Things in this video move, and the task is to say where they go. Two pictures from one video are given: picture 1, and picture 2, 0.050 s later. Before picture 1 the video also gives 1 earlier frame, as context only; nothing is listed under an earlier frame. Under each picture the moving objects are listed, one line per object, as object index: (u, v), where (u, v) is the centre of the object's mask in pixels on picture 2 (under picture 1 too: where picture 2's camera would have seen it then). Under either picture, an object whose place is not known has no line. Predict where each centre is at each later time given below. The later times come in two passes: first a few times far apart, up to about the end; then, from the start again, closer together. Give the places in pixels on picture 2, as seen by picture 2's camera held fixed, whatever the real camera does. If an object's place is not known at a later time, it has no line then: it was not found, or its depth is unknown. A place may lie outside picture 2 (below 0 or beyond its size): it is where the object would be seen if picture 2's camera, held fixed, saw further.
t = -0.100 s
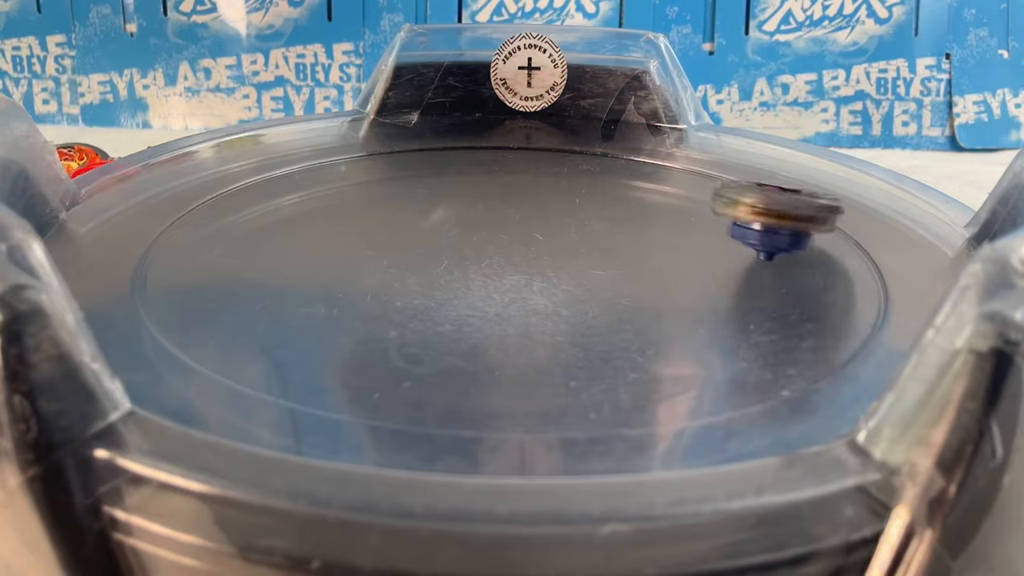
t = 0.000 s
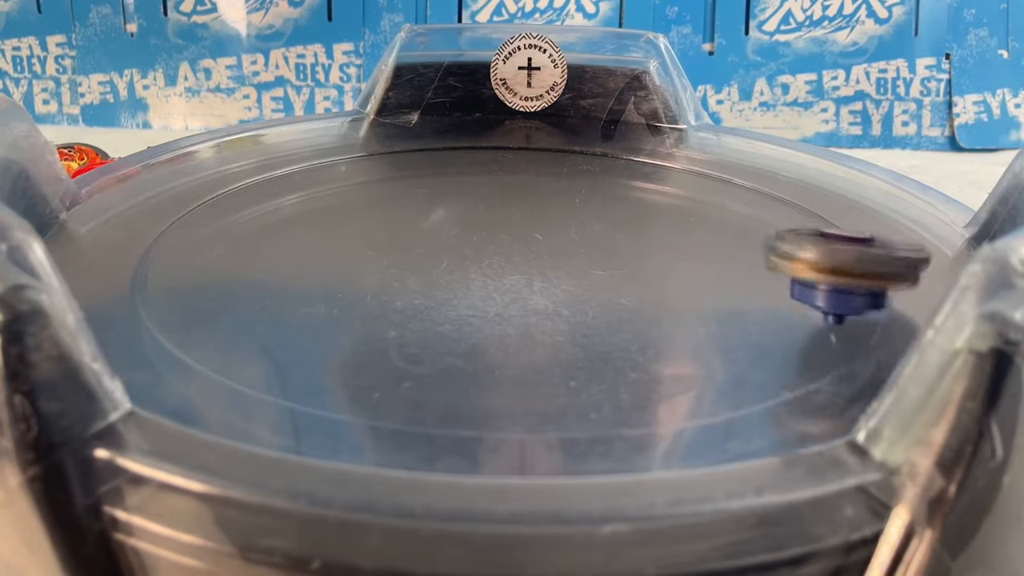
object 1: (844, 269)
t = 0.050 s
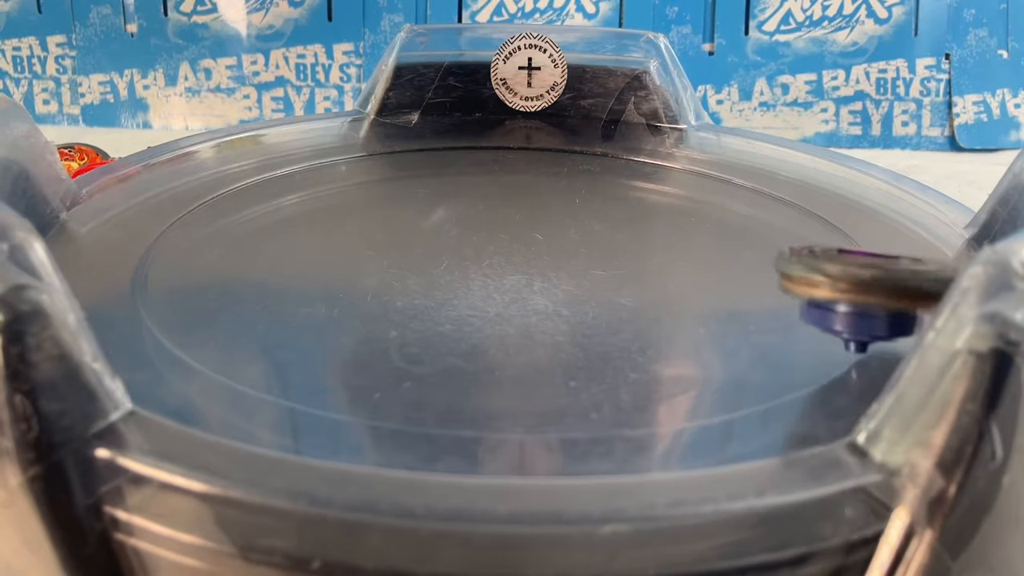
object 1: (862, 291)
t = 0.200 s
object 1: (705, 363)
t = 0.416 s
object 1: (315, 327)
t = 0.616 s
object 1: (455, 204)
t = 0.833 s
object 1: (786, 147)
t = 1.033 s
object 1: (915, 191)
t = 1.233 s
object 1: (740, 249)
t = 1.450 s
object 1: (438, 213)
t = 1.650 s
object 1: (420, 120)
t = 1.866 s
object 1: (564, 135)
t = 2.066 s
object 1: (605, 243)
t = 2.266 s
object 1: (314, 280)
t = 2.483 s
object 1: (181, 166)
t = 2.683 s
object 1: (363, 145)
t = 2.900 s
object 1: (646, 255)
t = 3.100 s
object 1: (582, 363)
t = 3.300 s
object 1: (212, 339)
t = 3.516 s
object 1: (433, 272)
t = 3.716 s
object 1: (727, 214)
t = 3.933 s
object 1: (932, 229)
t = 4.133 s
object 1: (842, 285)
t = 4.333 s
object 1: (498, 274)
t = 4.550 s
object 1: (494, 142)
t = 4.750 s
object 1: (645, 145)
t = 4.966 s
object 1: (606, 263)
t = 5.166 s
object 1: (300, 238)
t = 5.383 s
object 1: (311, 137)
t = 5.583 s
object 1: (540, 185)
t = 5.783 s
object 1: (611, 303)
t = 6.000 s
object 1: (308, 330)
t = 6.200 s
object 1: (236, 256)
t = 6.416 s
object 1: (534, 232)
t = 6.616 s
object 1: (797, 257)
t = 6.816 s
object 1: (726, 336)
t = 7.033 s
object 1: (438, 279)
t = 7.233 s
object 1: (542, 178)
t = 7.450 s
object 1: (763, 159)
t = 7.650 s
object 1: (711, 271)
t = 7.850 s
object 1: (385, 270)
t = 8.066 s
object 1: (296, 150)
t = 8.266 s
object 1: (489, 135)
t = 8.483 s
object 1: (645, 246)
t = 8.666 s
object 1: (556, 334)
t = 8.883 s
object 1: (232, 307)
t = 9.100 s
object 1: (326, 229)
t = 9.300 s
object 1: (592, 222)
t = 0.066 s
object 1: (857, 300)
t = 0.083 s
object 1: (848, 317)
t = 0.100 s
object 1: (839, 325)
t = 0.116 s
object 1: (833, 333)
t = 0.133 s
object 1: (823, 339)
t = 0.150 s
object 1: (798, 344)
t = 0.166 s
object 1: (767, 356)
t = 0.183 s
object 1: (736, 358)
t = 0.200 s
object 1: (705, 363)
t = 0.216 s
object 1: (675, 368)
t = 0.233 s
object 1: (642, 371)
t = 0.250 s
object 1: (607, 374)
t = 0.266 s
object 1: (571, 376)
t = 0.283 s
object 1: (532, 376)
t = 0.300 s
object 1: (493, 374)
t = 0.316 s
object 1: (456, 370)
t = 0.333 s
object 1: (423, 365)
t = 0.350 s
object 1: (393, 356)
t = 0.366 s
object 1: (366, 349)
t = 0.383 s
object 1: (345, 344)
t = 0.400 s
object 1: (326, 338)
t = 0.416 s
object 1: (315, 327)
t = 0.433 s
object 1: (308, 317)
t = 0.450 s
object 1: (305, 305)
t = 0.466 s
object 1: (308, 295)
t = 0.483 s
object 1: (314, 284)
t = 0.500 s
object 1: (323, 273)
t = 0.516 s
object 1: (336, 262)
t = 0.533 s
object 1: (351, 251)
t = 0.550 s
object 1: (369, 241)
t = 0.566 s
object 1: (387, 232)
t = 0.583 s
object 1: (410, 222)
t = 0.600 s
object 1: (431, 214)
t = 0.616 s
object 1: (455, 204)
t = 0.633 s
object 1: (479, 197)
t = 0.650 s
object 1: (505, 189)
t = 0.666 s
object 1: (529, 182)
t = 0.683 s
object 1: (554, 176)
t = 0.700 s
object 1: (580, 170)
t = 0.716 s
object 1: (606, 165)
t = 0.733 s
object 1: (635, 159)
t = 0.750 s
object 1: (660, 155)
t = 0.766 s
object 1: (687, 153)
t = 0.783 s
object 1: (716, 150)
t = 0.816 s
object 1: (766, 145)
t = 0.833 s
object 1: (786, 147)
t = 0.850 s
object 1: (807, 156)
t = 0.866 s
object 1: (827, 158)
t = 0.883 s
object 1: (849, 161)
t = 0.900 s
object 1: (871, 163)
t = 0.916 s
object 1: (893, 166)
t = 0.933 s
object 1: (918, 168)
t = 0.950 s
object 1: (937, 169)
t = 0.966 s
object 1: (949, 168)
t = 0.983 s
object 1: (941, 166)
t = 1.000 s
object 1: (933, 171)
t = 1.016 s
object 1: (925, 182)
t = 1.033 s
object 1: (915, 191)
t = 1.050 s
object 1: (907, 192)
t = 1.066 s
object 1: (896, 197)
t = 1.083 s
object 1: (886, 198)
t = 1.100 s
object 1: (875, 205)
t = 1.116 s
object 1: (865, 206)
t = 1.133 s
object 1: (852, 215)
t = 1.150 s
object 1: (837, 220)
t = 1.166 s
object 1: (822, 226)
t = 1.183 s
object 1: (804, 231)
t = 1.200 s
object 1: (785, 238)
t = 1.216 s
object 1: (763, 243)
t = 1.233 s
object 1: (740, 249)
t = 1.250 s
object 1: (715, 253)
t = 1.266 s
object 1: (689, 256)
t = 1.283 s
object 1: (662, 259)
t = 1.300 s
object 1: (633, 261)
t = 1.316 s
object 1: (606, 259)
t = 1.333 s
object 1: (579, 258)
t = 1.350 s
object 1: (554, 254)
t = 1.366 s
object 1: (529, 251)
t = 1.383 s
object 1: (507, 244)
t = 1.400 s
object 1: (486, 238)
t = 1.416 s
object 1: (468, 230)
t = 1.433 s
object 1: (452, 222)
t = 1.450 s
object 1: (438, 213)
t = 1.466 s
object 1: (427, 204)
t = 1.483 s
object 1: (417, 196)
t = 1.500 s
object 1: (409, 186)
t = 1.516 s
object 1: (404, 178)
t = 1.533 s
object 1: (401, 169)
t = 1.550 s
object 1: (399, 162)
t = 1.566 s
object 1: (400, 153)
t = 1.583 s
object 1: (402, 146)
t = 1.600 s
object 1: (405, 138)
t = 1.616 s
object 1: (410, 132)
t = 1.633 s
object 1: (414, 126)
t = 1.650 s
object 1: (420, 120)
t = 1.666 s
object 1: (426, 115)
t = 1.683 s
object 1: (436, 110)
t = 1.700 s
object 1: (447, 111)
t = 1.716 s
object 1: (458, 117)
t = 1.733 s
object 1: (469, 119)
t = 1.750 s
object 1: (481, 121)
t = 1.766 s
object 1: (493, 123)
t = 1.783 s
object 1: (504, 125)
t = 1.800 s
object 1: (517, 128)
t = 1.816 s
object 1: (529, 129)
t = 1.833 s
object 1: (540, 132)
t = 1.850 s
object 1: (552, 133)
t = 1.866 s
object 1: (564, 135)
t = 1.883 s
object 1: (575, 138)
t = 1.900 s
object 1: (585, 142)
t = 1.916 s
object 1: (595, 148)
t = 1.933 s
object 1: (604, 155)
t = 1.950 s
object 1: (613, 163)
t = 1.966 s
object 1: (618, 173)
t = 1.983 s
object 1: (623, 184)
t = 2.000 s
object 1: (623, 196)
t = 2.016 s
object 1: (623, 208)
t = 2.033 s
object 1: (620, 220)
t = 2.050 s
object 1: (614, 232)
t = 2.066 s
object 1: (605, 243)
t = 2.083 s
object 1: (592, 254)
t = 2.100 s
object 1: (577, 264)
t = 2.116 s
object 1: (560, 272)
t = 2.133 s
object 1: (539, 279)
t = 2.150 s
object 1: (516, 285)
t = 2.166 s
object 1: (490, 289)
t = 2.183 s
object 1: (463, 292)
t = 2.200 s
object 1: (435, 294)
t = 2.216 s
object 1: (405, 293)
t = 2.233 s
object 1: (375, 290)
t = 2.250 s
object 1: (344, 286)
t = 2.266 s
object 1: (314, 280)
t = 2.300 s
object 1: (257, 266)
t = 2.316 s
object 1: (233, 256)
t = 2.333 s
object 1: (209, 246)
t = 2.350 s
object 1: (187, 236)
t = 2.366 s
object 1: (167, 224)
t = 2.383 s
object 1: (149, 212)
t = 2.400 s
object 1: (152, 197)
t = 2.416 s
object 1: (157, 191)
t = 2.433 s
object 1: (161, 187)
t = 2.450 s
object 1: (167, 179)
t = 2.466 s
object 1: (175, 172)
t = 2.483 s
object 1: (181, 166)
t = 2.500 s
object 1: (188, 159)
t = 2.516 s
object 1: (195, 154)
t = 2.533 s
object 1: (202, 147)
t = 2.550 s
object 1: (213, 142)
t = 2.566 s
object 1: (227, 139)
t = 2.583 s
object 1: (241, 136)
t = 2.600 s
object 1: (257, 134)
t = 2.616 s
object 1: (276, 134)
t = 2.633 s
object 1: (296, 137)
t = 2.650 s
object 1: (317, 140)
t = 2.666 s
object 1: (340, 142)
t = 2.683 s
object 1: (363, 145)
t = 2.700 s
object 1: (388, 150)
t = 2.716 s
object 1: (413, 155)
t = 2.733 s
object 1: (438, 163)
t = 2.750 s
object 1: (462, 170)
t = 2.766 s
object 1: (488, 177)
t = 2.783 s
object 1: (511, 186)
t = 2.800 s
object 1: (533, 195)
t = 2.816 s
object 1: (555, 204)
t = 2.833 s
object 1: (575, 215)
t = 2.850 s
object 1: (596, 224)
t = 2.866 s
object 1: (614, 234)
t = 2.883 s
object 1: (630, 245)
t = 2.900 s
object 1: (646, 255)
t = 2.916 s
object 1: (658, 265)
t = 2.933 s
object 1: (667, 275)
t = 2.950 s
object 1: (676, 286)
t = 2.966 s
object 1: (681, 296)
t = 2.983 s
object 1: (681, 306)
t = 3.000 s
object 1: (680, 316)
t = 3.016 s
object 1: (674, 325)
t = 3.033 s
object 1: (663, 334)
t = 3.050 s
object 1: (649, 343)
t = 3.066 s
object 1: (633, 353)
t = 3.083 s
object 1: (610, 360)
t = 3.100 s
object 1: (582, 363)
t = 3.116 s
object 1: (550, 356)
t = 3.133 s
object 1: (515, 358)
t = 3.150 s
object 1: (481, 363)
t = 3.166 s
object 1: (451, 362)
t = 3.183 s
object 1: (419, 362)
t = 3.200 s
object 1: (387, 360)
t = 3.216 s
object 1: (356, 359)
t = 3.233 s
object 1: (327, 357)
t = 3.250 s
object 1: (294, 356)
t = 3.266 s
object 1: (262, 352)
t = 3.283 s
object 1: (235, 345)
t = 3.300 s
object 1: (212, 339)
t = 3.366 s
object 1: (241, 315)
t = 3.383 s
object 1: (260, 314)
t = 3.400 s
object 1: (277, 310)
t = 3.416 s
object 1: (296, 304)
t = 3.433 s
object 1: (317, 300)
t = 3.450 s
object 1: (338, 294)
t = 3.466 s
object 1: (362, 288)
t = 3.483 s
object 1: (385, 282)
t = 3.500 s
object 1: (408, 278)
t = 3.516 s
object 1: (433, 272)
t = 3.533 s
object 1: (459, 267)
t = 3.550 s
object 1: (485, 261)
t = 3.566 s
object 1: (509, 256)
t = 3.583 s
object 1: (535, 250)
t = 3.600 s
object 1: (560, 245)
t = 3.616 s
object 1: (586, 239)
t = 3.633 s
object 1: (609, 235)
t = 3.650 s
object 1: (635, 230)
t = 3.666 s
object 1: (658, 226)
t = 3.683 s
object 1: (682, 221)
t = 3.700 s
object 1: (705, 218)
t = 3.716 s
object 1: (727, 214)
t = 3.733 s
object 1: (752, 212)
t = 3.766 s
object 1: (799, 207)
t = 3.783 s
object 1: (822, 206)
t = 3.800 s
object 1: (847, 205)
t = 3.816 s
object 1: (865, 204)
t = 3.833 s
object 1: (875, 204)
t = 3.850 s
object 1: (885, 213)
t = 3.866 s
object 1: (895, 215)
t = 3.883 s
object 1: (904, 219)
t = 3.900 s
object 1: (910, 222)
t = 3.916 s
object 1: (922, 227)
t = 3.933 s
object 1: (932, 229)
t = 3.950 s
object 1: (935, 229)
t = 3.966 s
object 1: (928, 235)
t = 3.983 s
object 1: (928, 238)
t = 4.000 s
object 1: (923, 243)
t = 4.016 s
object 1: (919, 246)
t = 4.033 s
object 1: (915, 251)
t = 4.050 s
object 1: (910, 256)
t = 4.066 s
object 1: (902, 259)
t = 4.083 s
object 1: (891, 264)
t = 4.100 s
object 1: (880, 270)
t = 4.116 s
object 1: (862, 277)
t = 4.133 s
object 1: (842, 285)
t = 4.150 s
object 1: (819, 289)
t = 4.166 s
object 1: (792, 294)
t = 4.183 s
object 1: (761, 299)
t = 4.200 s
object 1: (729, 302)
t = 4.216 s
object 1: (694, 304)
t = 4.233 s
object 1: (659, 306)
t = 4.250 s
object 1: (625, 304)
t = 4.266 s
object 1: (593, 302)
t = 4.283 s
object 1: (565, 296)
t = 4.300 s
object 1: (538, 290)
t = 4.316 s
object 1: (517, 284)
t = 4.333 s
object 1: (498, 274)
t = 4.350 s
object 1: (483, 264)
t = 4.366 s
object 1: (469, 254)
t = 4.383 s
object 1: (459, 244)
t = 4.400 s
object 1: (454, 233)
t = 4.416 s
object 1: (451, 221)
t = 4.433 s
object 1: (450, 211)
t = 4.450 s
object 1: (452, 200)
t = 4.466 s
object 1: (454, 189)
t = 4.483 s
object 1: (459, 178)
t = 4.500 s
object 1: (465, 168)
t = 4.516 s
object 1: (473, 159)
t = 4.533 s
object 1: (483, 150)
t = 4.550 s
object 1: (494, 142)
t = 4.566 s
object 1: (505, 136)
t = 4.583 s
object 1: (517, 129)
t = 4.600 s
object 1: (531, 124)
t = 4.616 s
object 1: (546, 118)
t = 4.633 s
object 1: (560, 113)
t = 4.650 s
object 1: (574, 113)
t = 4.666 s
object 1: (587, 120)
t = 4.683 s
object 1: (599, 125)
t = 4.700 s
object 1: (612, 129)
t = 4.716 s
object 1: (624, 134)
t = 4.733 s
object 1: (634, 141)
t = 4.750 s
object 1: (645, 145)
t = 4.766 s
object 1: (656, 151)
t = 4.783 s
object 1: (666, 156)
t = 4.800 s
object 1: (674, 162)
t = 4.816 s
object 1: (681, 170)
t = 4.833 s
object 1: (685, 179)
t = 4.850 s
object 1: (687, 189)
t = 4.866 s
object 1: (686, 199)
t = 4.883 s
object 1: (680, 211)
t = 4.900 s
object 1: (672, 224)
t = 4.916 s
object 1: (660, 234)
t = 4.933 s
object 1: (645, 245)
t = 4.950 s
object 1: (627, 254)
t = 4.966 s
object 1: (606, 263)
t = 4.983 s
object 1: (583, 269)
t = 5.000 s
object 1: (558, 274)
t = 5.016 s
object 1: (531, 278)
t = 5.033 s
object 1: (503, 280)
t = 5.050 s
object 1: (476, 280)
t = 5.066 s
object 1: (447, 277)
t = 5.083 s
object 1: (419, 274)
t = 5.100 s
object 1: (392, 269)
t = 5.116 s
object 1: (366, 263)
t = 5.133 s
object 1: (342, 256)
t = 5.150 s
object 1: (320, 247)
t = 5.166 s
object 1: (300, 238)
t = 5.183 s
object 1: (282, 228)
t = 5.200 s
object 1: (269, 217)
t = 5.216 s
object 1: (258, 206)
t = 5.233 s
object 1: (250, 196)
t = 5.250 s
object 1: (244, 186)
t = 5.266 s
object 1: (242, 175)
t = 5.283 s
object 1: (241, 167)
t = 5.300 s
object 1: (242, 158)
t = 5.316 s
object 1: (247, 149)
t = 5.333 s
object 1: (261, 141)
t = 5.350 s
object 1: (278, 140)
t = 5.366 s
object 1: (294, 140)
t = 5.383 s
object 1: (311, 137)
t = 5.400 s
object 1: (329, 134)
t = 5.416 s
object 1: (348, 134)
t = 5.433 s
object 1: (368, 134)
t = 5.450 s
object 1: (388, 135)
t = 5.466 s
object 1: (409, 138)
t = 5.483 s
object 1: (428, 141)
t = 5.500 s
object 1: (448, 146)
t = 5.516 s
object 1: (468, 153)
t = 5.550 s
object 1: (506, 168)
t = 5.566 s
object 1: (524, 176)
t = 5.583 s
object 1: (540, 185)
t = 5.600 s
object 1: (556, 195)
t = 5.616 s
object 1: (569, 205)
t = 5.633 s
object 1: (581, 215)
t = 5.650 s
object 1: (592, 225)
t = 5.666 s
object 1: (602, 235)
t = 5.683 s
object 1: (609, 246)
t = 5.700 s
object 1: (616, 256)
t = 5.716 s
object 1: (620, 266)
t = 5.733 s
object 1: (621, 275)
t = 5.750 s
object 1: (621, 285)
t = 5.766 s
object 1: (618, 294)
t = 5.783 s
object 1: (611, 303)
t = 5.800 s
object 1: (602, 312)
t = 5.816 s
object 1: (590, 320)
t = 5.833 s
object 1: (574, 327)
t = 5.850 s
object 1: (556, 333)
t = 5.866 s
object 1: (534, 338)
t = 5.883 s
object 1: (509, 342)
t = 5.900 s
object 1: (481, 345)
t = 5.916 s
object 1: (450, 349)
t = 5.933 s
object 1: (418, 351)
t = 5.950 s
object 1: (384, 351)
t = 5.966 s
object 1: (349, 345)
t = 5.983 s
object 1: (328, 333)
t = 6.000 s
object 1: (308, 330)
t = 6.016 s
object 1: (289, 331)
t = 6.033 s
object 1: (272, 323)
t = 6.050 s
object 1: (258, 318)
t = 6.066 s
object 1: (243, 311)
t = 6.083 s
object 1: (229, 304)
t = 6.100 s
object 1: (217, 298)
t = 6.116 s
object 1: (209, 290)
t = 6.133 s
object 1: (206, 283)
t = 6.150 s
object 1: (208, 276)
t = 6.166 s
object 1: (212, 268)
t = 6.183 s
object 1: (222, 262)
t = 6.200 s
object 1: (236, 256)
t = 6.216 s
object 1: (251, 251)
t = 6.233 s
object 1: (269, 247)
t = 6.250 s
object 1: (290, 243)
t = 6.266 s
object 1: (313, 240)
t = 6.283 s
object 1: (335, 237)
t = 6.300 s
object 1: (359, 235)
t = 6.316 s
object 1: (384, 234)
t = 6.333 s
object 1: (409, 233)
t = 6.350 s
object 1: (434, 232)
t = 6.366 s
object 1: (459, 232)
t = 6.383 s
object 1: (484, 232)
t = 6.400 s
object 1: (508, 232)
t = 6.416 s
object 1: (534, 232)
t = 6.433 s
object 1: (559, 233)
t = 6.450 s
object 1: (582, 233)
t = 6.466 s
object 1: (604, 233)
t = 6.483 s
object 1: (628, 235)
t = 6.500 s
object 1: (650, 237)
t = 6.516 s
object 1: (674, 238)
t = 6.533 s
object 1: (695, 241)
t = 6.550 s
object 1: (717, 243)
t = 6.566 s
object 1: (738, 245)
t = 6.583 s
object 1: (760, 249)
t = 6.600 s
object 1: (779, 253)
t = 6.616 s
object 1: (797, 257)
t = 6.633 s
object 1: (814, 262)
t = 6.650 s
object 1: (831, 268)
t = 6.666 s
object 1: (846, 274)
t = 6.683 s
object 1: (860, 280)
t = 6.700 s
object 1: (862, 288)
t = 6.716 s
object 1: (853, 292)
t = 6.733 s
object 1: (840, 305)
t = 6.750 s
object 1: (819, 314)
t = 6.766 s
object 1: (797, 321)
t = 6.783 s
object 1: (773, 326)
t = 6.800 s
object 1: (751, 332)
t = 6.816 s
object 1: (726, 336)
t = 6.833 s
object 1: (699, 339)
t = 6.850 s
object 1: (668, 340)
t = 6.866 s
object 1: (635, 340)
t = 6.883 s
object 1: (604, 339)
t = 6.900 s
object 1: (573, 337)
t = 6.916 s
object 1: (543, 333)
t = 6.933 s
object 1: (518, 327)
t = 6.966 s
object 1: (477, 314)
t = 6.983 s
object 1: (462, 306)
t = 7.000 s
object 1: (450, 297)
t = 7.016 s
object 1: (443, 288)
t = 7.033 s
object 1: (438, 279)
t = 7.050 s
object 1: (436, 269)
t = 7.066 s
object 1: (437, 260)
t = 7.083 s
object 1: (442, 250)
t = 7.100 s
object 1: (447, 242)
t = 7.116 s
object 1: (455, 232)
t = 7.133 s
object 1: (464, 224)
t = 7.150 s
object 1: (474, 216)
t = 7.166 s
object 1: (487, 206)
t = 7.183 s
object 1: (499, 199)
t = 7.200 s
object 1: (513, 191)
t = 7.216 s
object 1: (527, 184)
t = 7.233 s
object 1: (542, 178)
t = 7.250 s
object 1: (557, 171)
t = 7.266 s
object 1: (574, 165)
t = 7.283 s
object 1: (591, 160)
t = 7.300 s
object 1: (609, 156)
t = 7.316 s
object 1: (625, 154)
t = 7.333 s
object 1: (643, 151)
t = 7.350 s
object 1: (661, 149)
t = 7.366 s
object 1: (680, 147)
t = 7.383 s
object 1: (699, 146)
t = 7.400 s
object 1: (718, 147)
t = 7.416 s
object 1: (736, 147)
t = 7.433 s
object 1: (751, 152)
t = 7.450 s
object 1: (763, 159)
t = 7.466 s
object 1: (774, 166)
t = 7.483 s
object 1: (785, 174)
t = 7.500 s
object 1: (792, 182)
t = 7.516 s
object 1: (797, 190)
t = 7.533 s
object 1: (799, 200)
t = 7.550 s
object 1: (796, 210)
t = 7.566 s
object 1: (790, 220)
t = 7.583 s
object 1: (780, 232)
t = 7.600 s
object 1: (767, 242)
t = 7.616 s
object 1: (752, 253)
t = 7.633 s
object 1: (733, 263)
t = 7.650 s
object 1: (711, 271)
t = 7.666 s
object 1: (686, 279)
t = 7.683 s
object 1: (661, 285)
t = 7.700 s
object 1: (633, 290)
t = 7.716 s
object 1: (603, 293)
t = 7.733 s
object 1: (574, 295)
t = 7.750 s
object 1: (545, 295)
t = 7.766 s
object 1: (515, 294)
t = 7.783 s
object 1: (486, 292)
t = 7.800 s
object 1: (459, 288)
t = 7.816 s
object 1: (433, 284)
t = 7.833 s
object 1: (408, 277)
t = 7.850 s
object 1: (385, 270)
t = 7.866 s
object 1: (364, 262)
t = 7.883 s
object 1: (345, 253)
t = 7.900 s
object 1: (329, 244)
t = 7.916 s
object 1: (315, 234)
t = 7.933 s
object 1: (303, 224)
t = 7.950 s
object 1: (295, 214)
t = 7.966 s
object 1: (289, 203)
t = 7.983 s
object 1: (285, 193)
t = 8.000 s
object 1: (282, 184)
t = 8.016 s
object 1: (283, 173)
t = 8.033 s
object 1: (287, 166)
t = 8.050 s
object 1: (291, 157)
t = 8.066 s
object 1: (296, 150)
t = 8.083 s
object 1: (305, 142)
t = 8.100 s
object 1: (314, 136)
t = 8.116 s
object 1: (325, 131)
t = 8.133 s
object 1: (340, 127)
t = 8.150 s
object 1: (357, 125)
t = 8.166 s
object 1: (376, 124)
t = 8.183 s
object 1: (396, 123)
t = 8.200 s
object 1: (415, 124)
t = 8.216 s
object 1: (432, 125)
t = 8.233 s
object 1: (451, 127)
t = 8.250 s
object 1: (470, 131)
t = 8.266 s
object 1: (489, 135)
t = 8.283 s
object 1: (506, 141)
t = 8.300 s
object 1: (522, 148)
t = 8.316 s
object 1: (538, 154)
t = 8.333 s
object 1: (554, 162)
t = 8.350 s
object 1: (569, 171)
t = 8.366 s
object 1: (582, 179)
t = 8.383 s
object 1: (595, 187)
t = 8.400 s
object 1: (605, 199)
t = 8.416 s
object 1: (615, 207)
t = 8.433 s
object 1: (626, 217)
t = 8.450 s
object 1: (632, 226)
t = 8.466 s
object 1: (640, 236)
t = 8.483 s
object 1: (645, 246)
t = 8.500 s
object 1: (648, 255)
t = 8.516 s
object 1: (649, 265)
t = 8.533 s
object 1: (647, 274)
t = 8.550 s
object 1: (645, 283)
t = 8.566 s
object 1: (641, 292)
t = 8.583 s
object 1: (634, 301)
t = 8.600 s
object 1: (624, 308)
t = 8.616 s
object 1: (611, 316)
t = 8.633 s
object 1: (594, 322)
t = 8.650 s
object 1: (576, 330)
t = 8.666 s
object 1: (556, 334)
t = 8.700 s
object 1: (505, 342)
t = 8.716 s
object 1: (478, 345)
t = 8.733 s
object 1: (451, 346)
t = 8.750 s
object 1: (421, 348)
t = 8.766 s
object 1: (389, 348)
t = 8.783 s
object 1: (354, 347)
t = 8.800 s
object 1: (323, 339)
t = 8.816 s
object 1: (302, 329)
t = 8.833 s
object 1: (283, 327)
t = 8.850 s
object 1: (265, 321)
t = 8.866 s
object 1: (248, 314)
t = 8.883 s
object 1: (232, 307)
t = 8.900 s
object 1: (219, 299)
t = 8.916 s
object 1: (208, 292)
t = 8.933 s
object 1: (201, 283)
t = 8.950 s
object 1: (198, 275)
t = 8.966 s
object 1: (202, 268)
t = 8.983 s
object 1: (209, 260)
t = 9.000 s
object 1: (218, 253)
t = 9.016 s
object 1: (233, 248)
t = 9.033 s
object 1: (247, 242)
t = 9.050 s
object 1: (265, 238)
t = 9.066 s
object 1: (284, 235)
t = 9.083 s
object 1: (304, 231)
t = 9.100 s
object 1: (326, 229)
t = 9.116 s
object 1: (346, 227)
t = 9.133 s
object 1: (368, 225)
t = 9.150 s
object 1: (390, 224)
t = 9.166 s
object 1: (412, 222)
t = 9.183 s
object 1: (434, 222)
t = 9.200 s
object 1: (457, 222)
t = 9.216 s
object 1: (480, 222)
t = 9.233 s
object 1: (502, 221)
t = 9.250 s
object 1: (525, 221)
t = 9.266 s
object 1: (546, 221)
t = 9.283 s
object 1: (568, 222)
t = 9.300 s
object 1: (592, 222)
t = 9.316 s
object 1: (613, 223)
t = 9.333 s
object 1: (634, 223)
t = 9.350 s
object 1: (656, 225)
